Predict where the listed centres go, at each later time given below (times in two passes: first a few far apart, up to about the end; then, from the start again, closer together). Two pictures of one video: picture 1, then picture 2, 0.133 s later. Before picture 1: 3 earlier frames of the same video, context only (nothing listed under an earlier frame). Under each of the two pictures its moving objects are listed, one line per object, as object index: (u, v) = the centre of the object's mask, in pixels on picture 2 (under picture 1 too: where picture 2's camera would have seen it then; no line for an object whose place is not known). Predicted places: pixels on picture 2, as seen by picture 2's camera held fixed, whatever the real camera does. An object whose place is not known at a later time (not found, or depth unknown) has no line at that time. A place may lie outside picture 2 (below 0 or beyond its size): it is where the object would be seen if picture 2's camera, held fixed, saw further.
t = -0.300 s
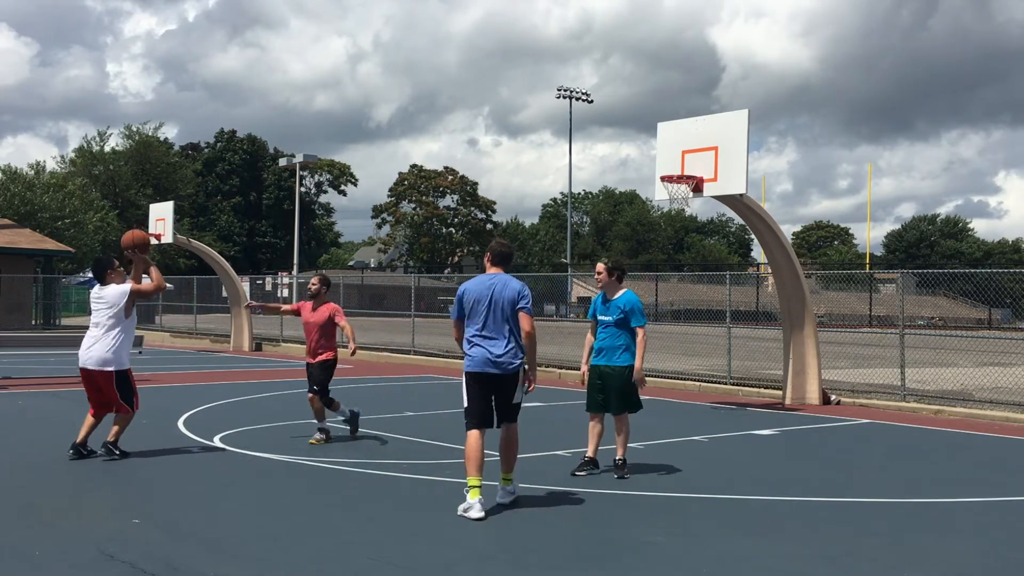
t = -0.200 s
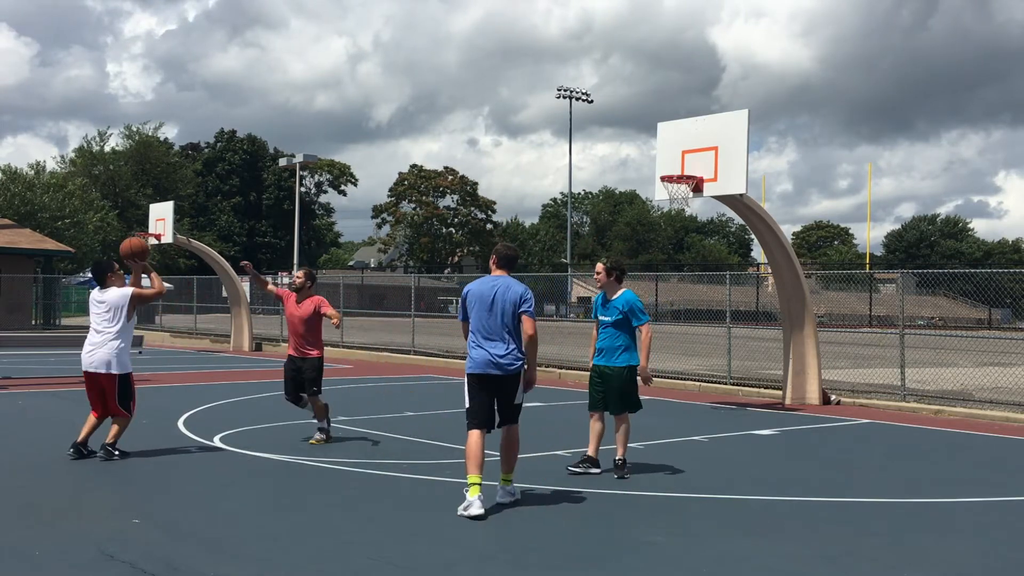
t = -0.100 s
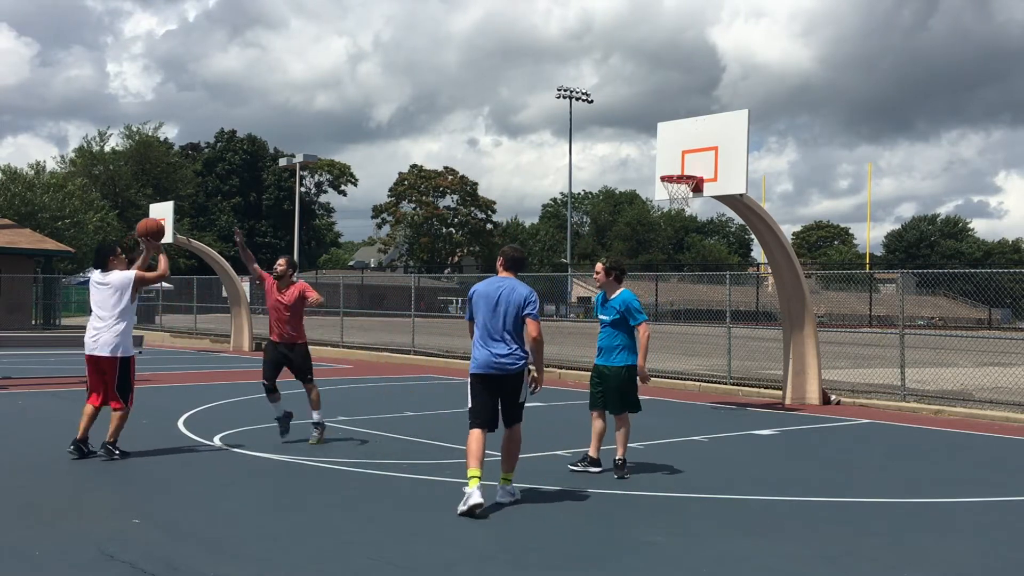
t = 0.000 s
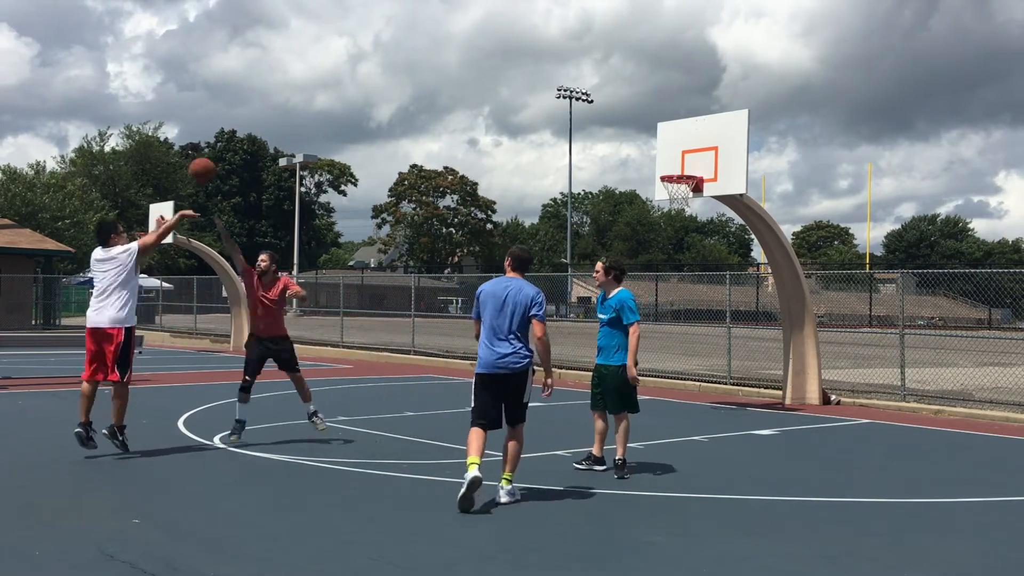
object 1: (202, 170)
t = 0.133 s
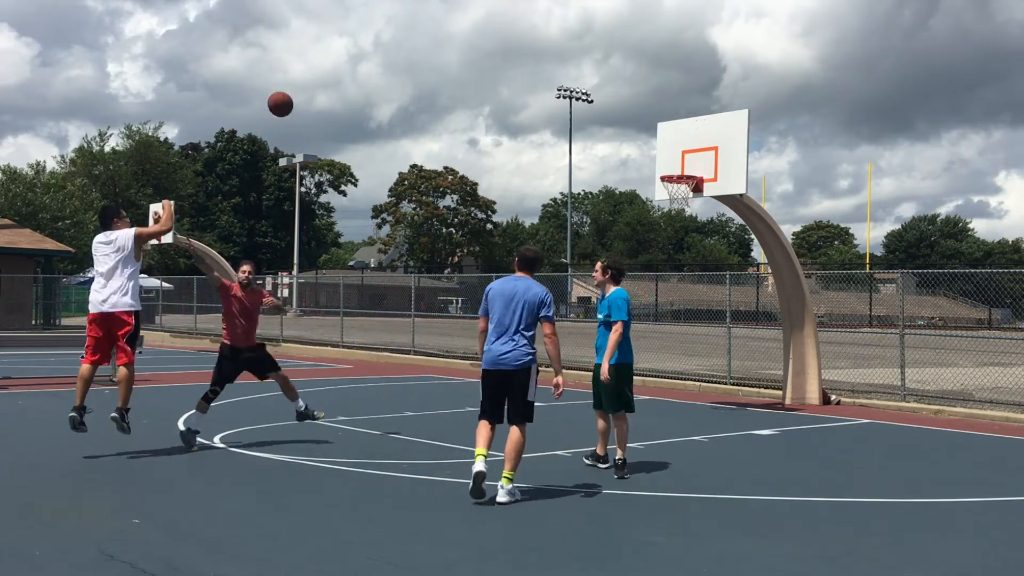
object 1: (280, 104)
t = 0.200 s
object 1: (316, 79)
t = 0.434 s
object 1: (429, 32)
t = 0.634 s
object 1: (511, 34)
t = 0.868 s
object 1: (594, 76)
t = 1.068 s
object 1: (655, 141)
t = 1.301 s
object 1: (682, 213)
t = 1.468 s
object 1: (675, 260)
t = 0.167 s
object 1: (298, 91)
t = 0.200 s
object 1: (316, 79)
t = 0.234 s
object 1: (333, 69)
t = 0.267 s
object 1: (350, 60)
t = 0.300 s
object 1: (367, 52)
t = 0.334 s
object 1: (383, 45)
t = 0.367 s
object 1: (398, 40)
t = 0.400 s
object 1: (414, 36)
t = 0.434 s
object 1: (429, 32)
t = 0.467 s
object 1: (443, 30)
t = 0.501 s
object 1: (457, 29)
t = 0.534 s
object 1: (471, 29)
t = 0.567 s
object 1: (484, 29)
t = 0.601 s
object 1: (498, 31)
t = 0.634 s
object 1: (511, 34)
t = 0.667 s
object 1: (523, 37)
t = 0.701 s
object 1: (536, 42)
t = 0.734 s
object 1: (548, 47)
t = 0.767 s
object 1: (560, 53)
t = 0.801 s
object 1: (572, 60)
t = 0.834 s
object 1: (583, 67)
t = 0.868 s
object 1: (594, 76)
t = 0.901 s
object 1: (605, 85)
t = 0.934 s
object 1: (615, 95)
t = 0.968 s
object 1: (625, 105)
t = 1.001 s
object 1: (636, 117)
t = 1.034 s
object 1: (646, 129)
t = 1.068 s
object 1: (655, 141)
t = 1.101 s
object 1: (665, 154)
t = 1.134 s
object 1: (674, 167)
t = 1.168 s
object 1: (680, 184)
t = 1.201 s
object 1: (687, 193)
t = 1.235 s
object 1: (686, 199)
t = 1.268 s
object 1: (684, 206)
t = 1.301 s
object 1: (682, 213)
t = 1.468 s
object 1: (675, 260)
